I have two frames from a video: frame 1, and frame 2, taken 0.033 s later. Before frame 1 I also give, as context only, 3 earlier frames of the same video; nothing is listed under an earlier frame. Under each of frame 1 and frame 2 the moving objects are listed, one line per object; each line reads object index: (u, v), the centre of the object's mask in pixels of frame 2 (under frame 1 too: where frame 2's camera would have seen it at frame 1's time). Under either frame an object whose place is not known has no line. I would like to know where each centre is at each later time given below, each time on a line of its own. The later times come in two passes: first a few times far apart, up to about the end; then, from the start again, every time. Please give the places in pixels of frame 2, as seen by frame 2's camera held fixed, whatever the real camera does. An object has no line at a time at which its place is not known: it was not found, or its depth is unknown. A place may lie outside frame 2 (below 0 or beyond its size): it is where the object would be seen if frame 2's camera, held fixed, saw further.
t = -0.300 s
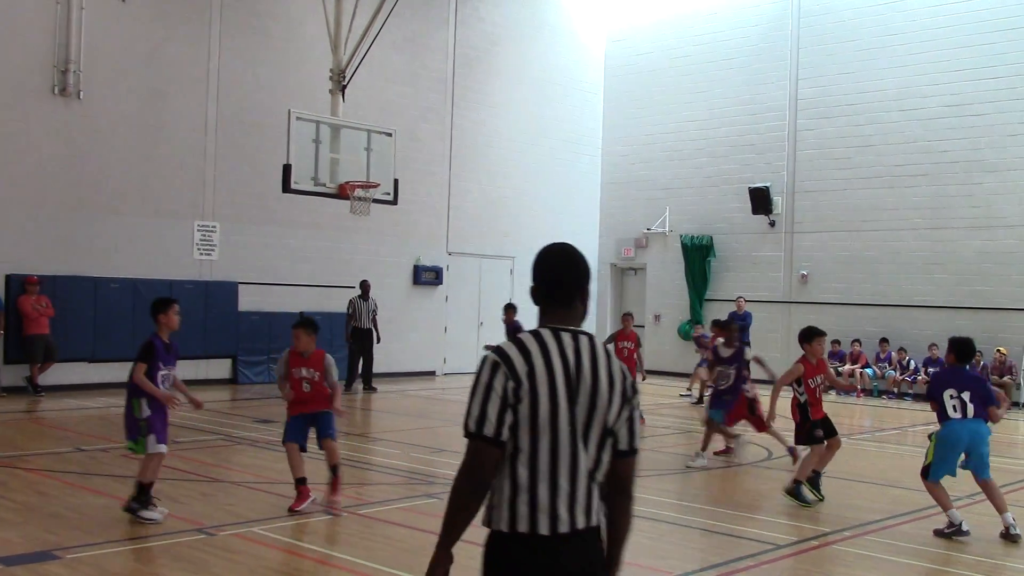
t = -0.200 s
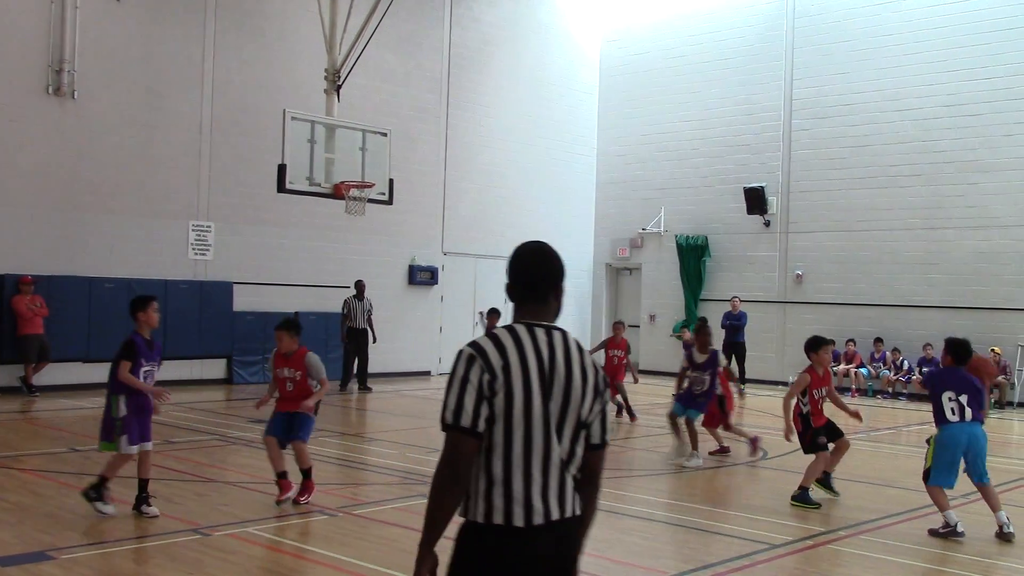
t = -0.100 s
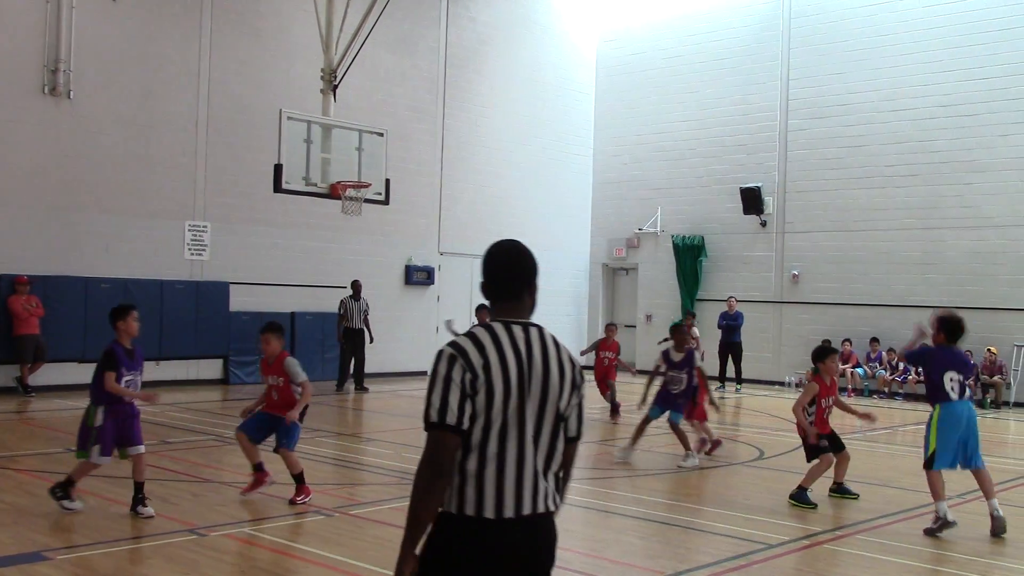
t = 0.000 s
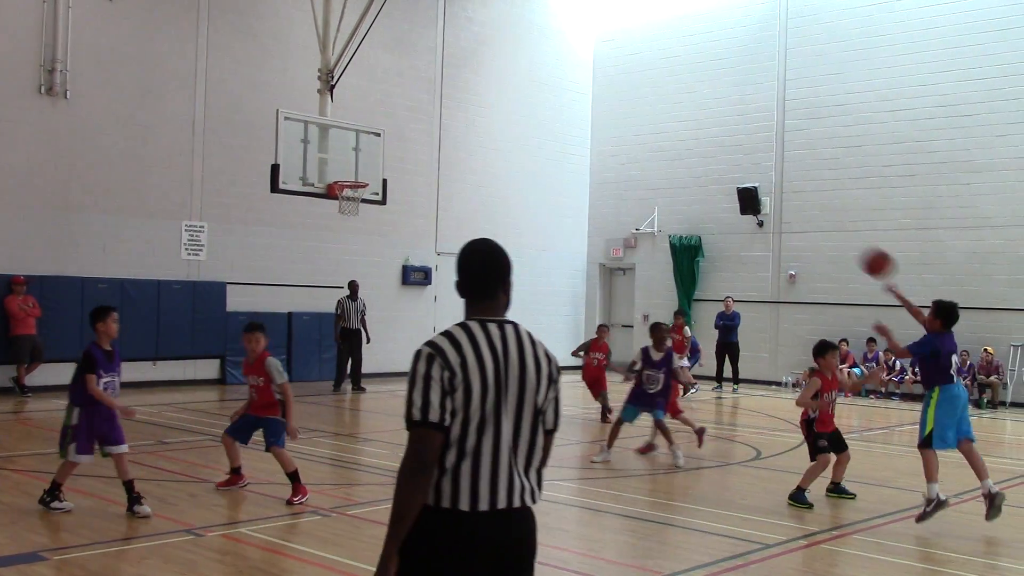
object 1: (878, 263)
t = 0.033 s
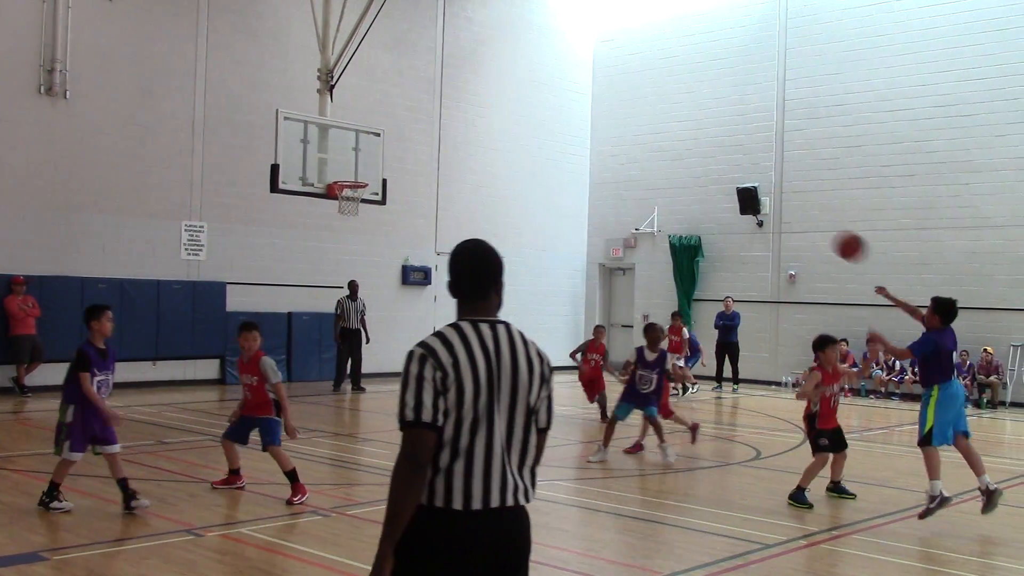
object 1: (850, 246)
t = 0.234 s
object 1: (709, 186)
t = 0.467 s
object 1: (580, 180)
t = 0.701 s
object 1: (476, 223)
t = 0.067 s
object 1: (824, 231)
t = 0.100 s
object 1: (799, 219)
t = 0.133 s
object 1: (776, 208)
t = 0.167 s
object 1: (753, 200)
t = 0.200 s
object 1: (730, 192)
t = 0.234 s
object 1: (709, 186)
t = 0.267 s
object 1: (688, 181)
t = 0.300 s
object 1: (669, 178)
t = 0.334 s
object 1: (649, 176)
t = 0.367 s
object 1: (631, 175)
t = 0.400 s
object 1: (614, 176)
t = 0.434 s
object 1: (597, 177)
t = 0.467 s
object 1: (580, 180)
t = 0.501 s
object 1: (564, 183)
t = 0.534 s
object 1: (548, 188)
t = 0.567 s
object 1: (533, 193)
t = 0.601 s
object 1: (518, 200)
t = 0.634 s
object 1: (504, 207)
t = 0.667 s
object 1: (490, 214)
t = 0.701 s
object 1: (476, 223)
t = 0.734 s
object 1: (463, 232)
